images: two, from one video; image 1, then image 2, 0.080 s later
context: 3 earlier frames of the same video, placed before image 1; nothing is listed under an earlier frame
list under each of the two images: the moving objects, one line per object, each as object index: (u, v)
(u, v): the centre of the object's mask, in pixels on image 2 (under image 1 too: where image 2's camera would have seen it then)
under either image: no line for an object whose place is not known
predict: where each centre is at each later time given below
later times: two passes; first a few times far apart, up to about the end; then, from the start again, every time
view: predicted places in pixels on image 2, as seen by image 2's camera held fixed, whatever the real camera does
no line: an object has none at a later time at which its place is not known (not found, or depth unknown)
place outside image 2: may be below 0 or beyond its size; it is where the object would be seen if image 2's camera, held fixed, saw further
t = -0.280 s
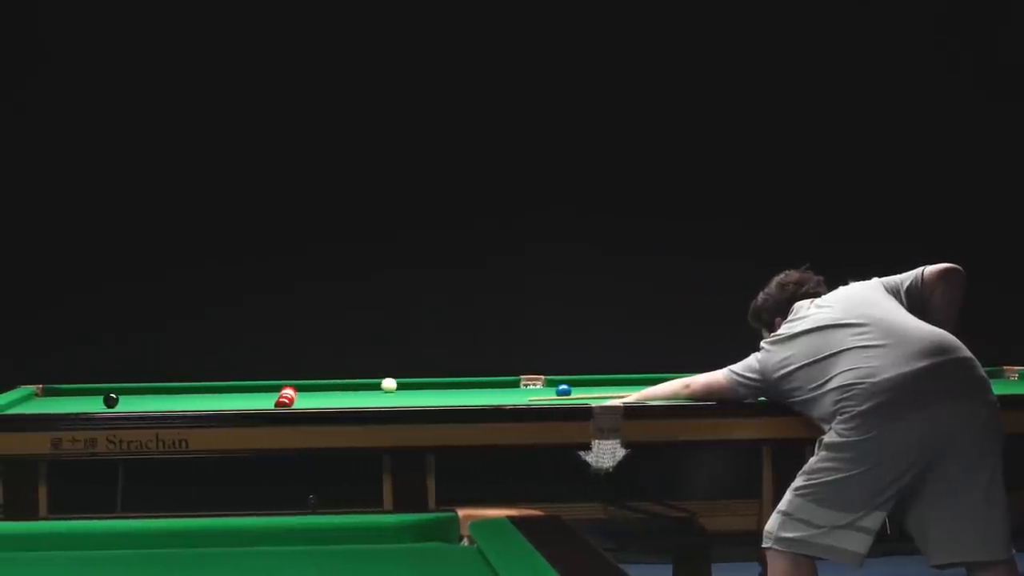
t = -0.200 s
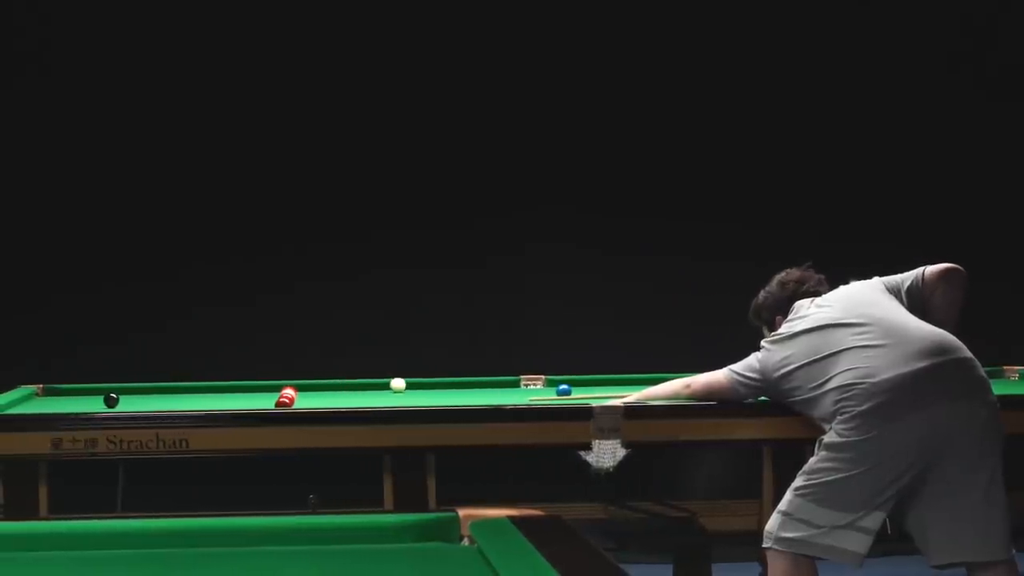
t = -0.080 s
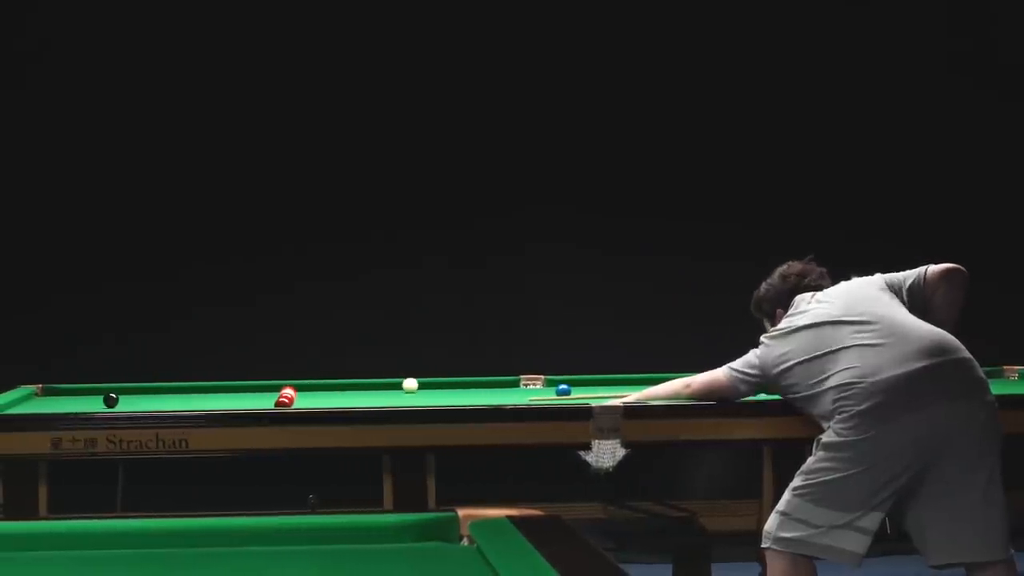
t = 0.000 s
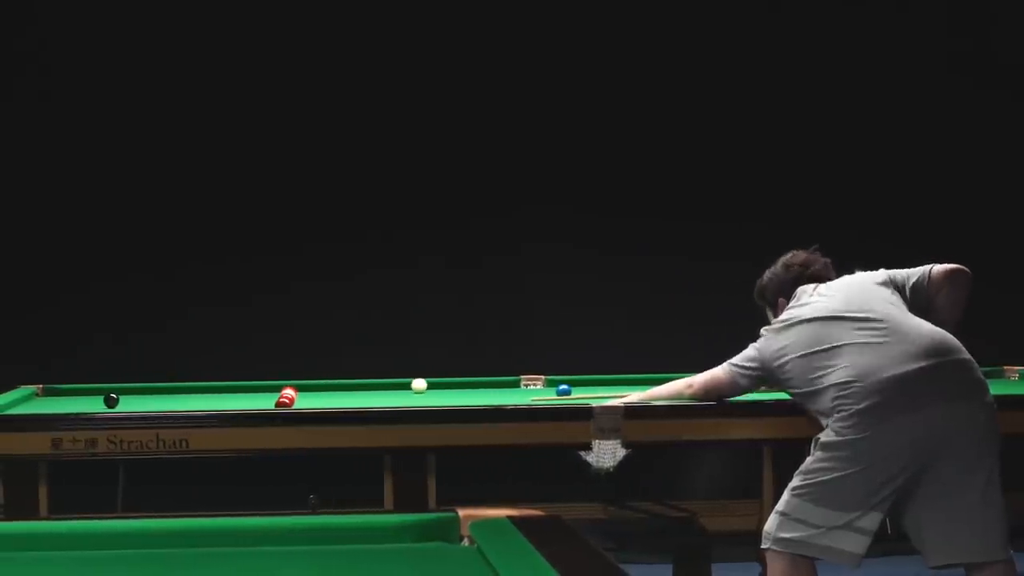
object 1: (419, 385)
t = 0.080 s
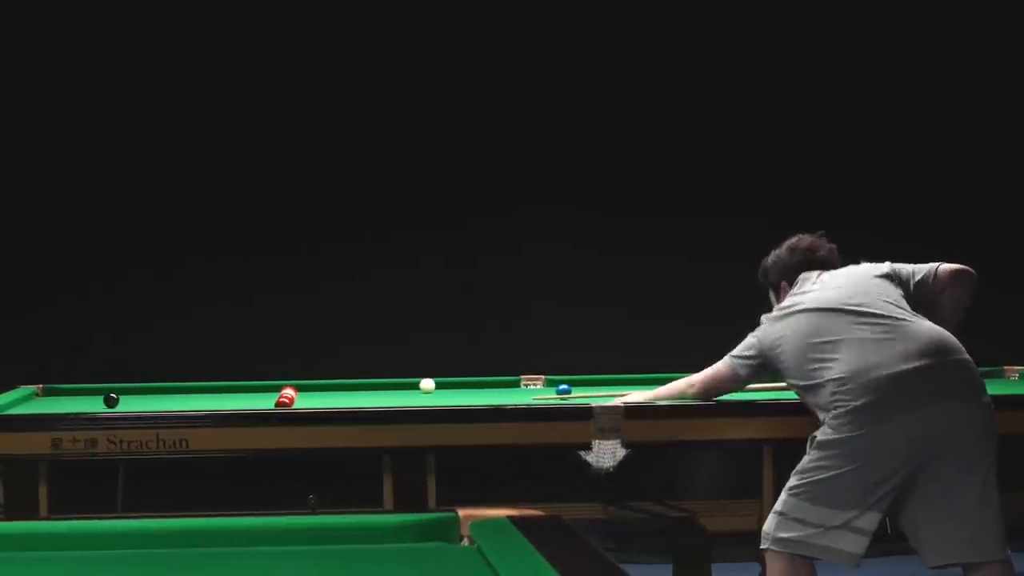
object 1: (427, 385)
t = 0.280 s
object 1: (448, 386)
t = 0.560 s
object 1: (475, 386)
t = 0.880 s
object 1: (505, 387)
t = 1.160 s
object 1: (530, 388)
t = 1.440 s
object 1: (552, 387)
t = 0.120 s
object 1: (431, 385)
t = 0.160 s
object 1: (435, 385)
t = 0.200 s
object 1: (439, 386)
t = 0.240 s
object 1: (444, 386)
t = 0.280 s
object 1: (448, 386)
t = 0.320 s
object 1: (451, 386)
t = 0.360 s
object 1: (455, 386)
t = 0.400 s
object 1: (460, 386)
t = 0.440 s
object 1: (463, 386)
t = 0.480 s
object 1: (467, 386)
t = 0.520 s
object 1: (471, 386)
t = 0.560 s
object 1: (475, 386)
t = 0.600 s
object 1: (479, 386)
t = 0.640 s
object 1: (483, 386)
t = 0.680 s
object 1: (487, 386)
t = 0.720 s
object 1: (490, 386)
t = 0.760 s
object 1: (494, 387)
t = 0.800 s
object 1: (498, 387)
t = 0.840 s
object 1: (502, 387)
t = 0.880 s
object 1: (505, 387)
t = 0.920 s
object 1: (509, 387)
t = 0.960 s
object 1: (513, 387)
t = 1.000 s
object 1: (516, 387)
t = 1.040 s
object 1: (520, 387)
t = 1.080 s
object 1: (523, 387)
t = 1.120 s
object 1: (526, 387)
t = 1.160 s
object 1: (530, 388)
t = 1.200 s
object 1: (534, 387)
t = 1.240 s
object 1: (537, 387)
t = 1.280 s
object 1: (541, 388)
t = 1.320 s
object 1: (544, 388)
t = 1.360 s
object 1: (547, 388)
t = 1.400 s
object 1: (550, 387)
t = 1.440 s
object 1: (552, 387)
